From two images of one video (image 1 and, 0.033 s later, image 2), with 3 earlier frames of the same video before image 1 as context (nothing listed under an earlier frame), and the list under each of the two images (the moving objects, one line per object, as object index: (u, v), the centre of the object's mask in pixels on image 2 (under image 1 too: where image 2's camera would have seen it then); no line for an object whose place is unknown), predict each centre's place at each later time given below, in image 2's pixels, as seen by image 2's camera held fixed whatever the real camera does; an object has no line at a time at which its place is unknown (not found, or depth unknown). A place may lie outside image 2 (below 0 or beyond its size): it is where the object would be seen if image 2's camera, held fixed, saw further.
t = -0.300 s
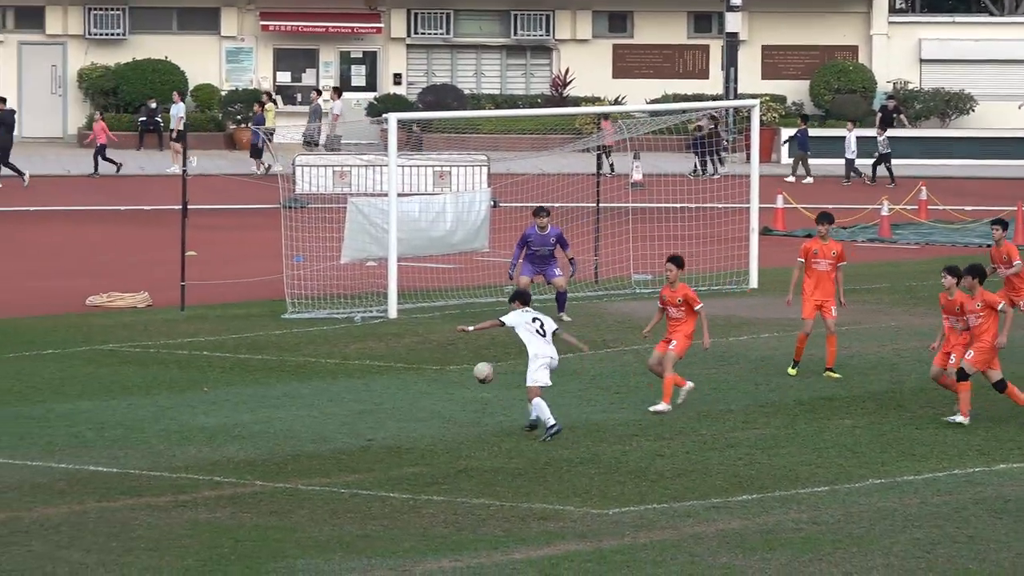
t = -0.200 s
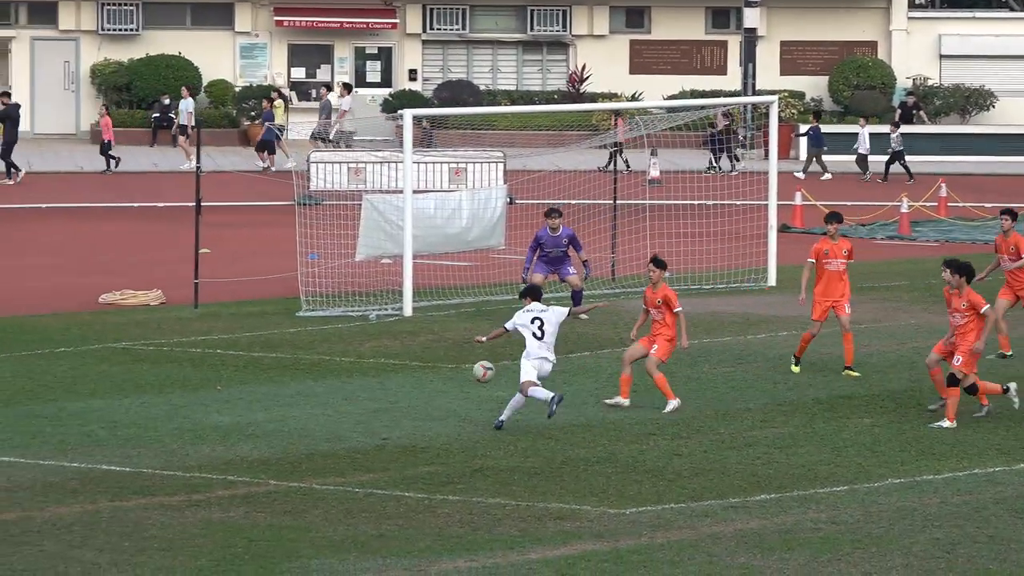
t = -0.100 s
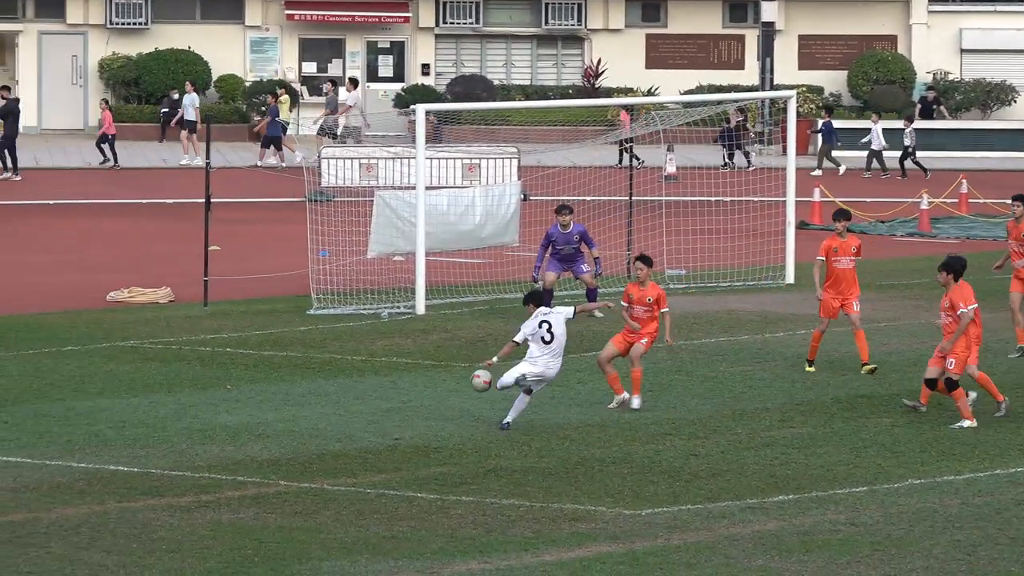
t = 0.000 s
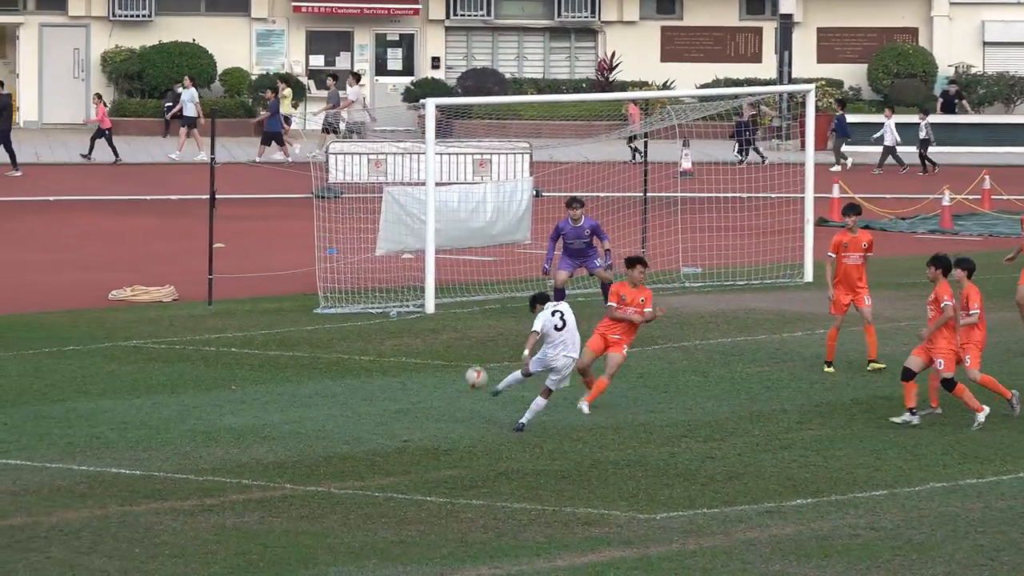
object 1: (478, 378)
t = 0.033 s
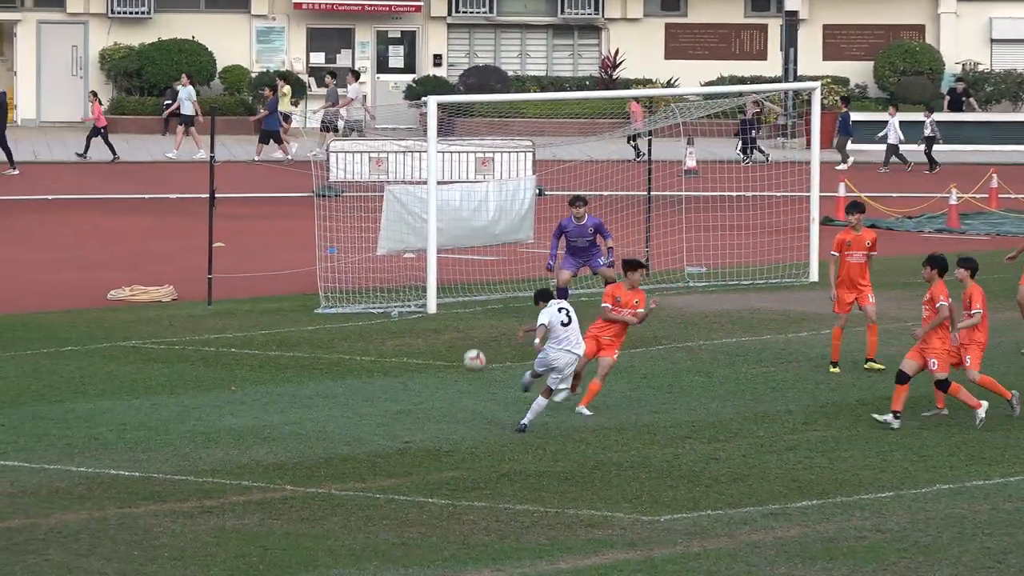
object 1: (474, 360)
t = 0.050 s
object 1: (472, 352)
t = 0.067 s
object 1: (470, 343)
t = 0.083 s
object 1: (467, 336)
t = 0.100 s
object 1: (464, 330)
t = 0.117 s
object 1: (461, 324)
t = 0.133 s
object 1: (458, 317)
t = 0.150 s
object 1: (453, 310)
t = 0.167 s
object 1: (450, 305)
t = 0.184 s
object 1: (448, 299)
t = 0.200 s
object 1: (443, 293)
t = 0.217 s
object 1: (440, 288)
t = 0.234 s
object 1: (437, 284)
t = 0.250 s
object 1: (434, 278)
